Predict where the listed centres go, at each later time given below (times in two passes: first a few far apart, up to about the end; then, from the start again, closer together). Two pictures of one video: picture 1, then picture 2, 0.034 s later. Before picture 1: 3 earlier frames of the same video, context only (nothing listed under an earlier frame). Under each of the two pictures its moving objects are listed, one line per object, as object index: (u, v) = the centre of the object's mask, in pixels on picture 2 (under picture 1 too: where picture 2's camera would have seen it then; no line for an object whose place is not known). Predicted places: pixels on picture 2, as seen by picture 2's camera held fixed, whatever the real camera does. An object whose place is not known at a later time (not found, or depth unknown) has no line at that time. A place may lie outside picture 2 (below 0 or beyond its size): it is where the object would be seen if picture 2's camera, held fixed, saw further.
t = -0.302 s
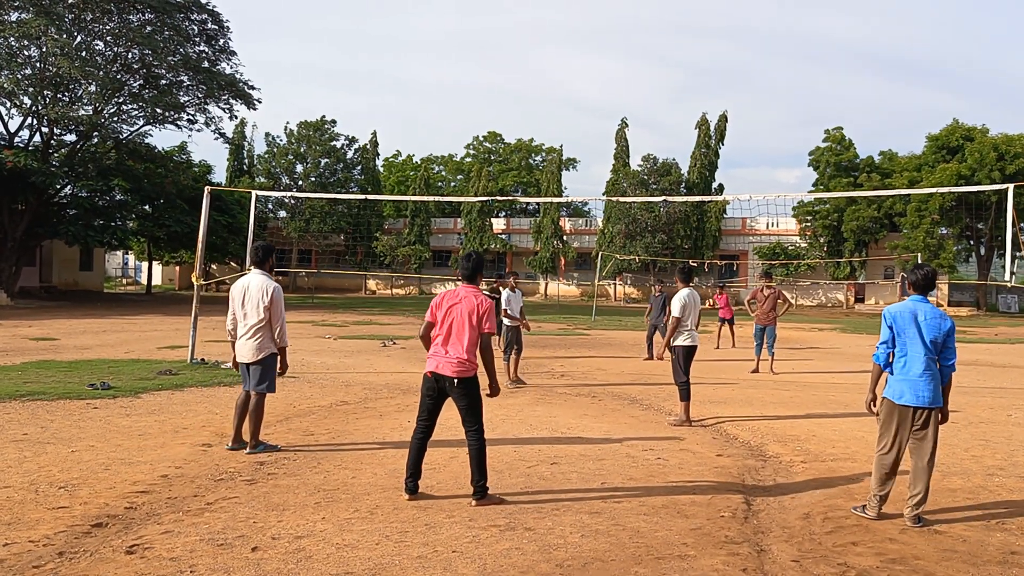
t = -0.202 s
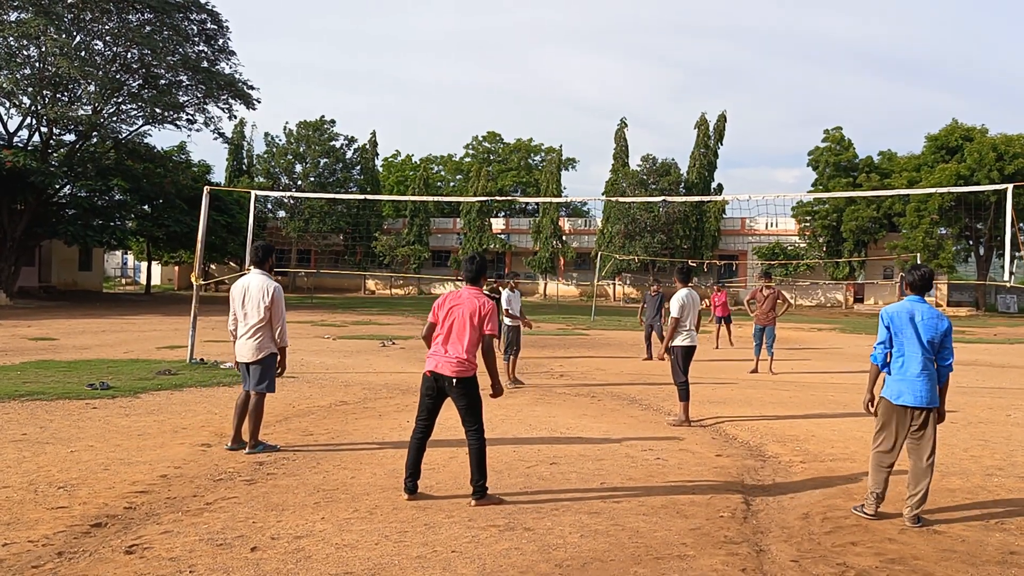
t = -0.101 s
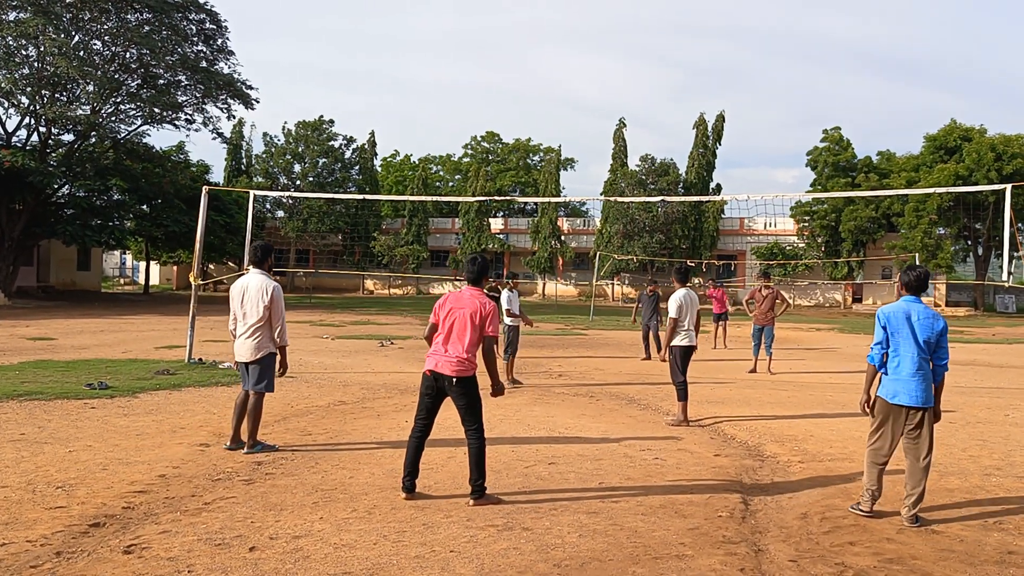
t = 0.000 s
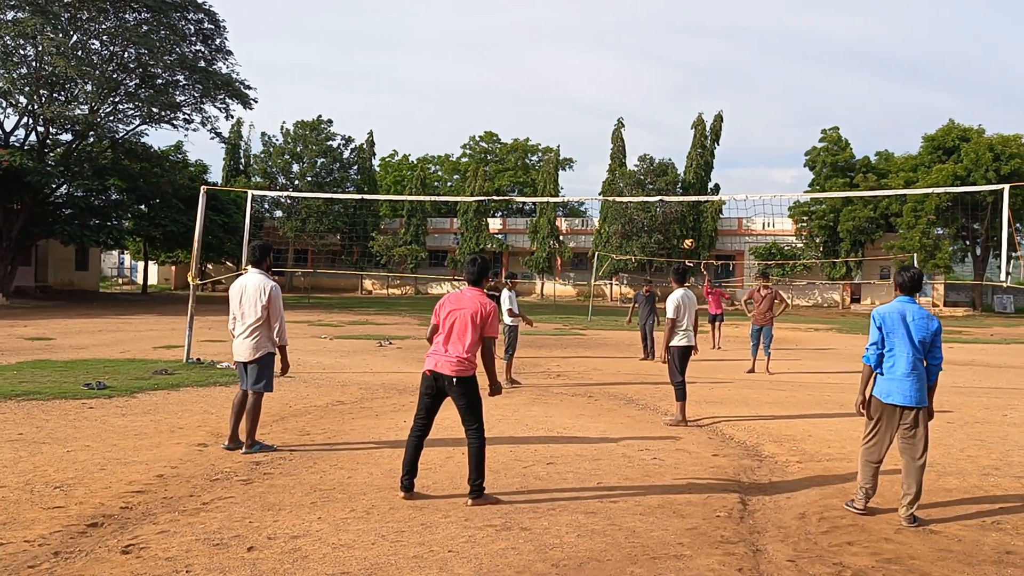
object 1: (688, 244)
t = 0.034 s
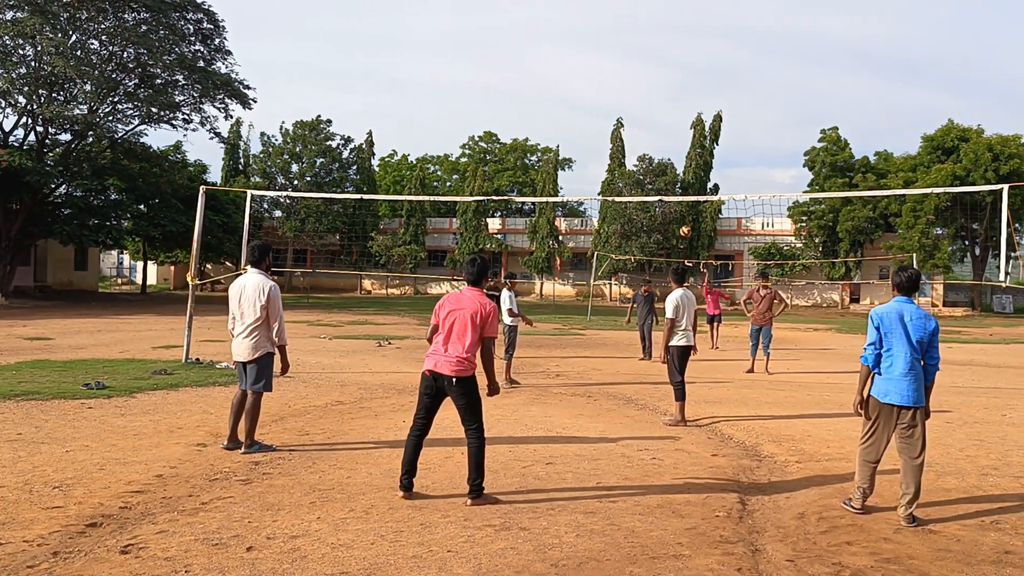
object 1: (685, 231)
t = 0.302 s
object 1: (656, 139)
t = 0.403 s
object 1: (642, 110)
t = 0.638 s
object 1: (601, 55)
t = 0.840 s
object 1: (556, 27)
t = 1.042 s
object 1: (496, 30)
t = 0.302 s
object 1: (656, 139)
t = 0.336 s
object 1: (652, 129)
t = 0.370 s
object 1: (647, 120)
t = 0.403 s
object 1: (642, 110)
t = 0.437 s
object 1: (637, 101)
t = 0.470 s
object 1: (632, 92)
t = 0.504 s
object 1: (626, 84)
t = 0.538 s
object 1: (620, 76)
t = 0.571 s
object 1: (614, 68)
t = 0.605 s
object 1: (608, 61)
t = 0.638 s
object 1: (601, 55)
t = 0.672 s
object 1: (595, 48)
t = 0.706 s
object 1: (587, 43)
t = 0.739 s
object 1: (580, 38)
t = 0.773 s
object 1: (573, 34)
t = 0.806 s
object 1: (565, 30)
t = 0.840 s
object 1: (556, 27)
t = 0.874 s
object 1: (547, 25)
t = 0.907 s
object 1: (538, 24)
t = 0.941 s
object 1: (528, 24)
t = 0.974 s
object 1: (518, 24)
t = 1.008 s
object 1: (508, 26)
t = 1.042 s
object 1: (496, 30)
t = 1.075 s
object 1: (484, 34)
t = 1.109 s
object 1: (472, 40)
